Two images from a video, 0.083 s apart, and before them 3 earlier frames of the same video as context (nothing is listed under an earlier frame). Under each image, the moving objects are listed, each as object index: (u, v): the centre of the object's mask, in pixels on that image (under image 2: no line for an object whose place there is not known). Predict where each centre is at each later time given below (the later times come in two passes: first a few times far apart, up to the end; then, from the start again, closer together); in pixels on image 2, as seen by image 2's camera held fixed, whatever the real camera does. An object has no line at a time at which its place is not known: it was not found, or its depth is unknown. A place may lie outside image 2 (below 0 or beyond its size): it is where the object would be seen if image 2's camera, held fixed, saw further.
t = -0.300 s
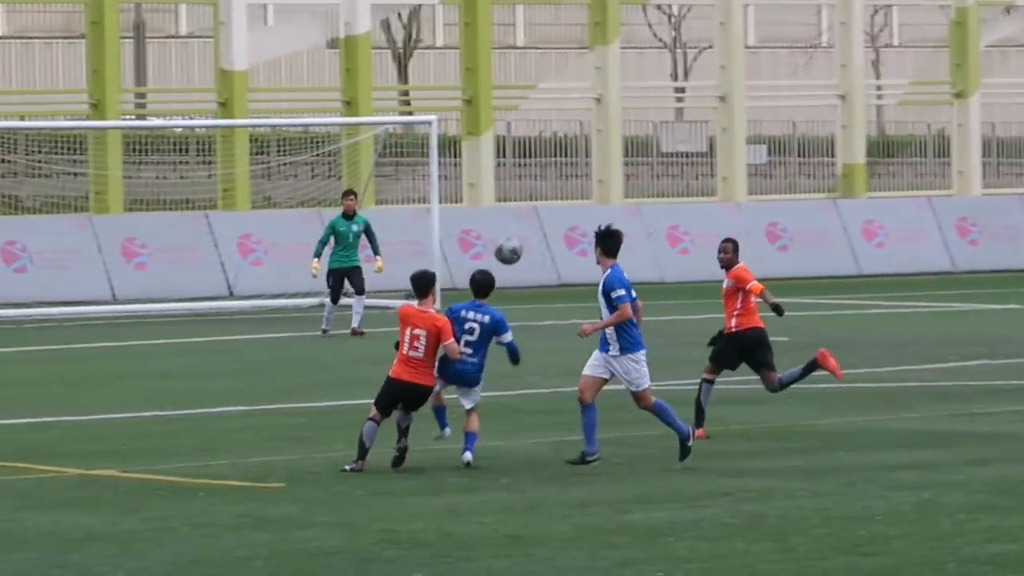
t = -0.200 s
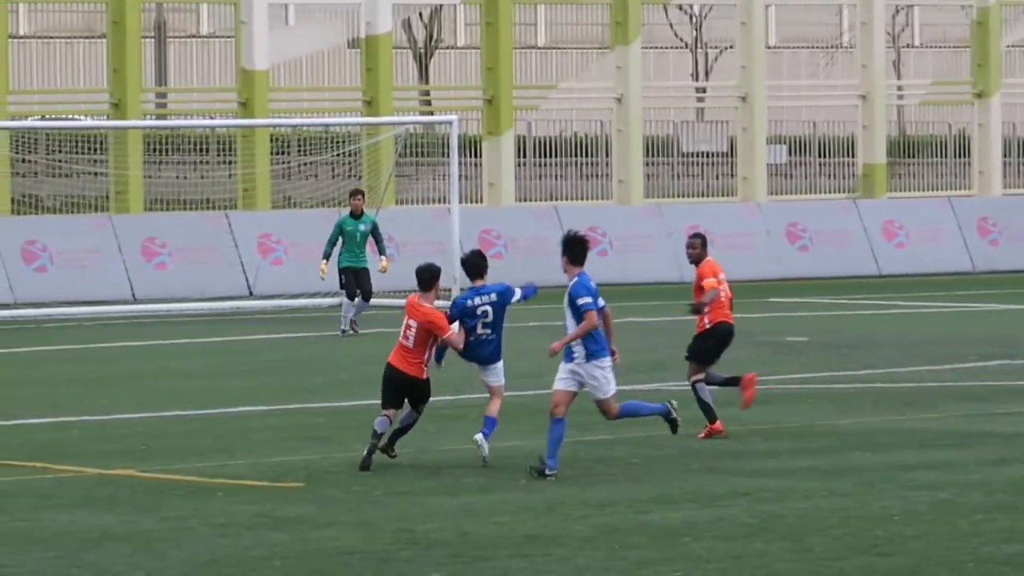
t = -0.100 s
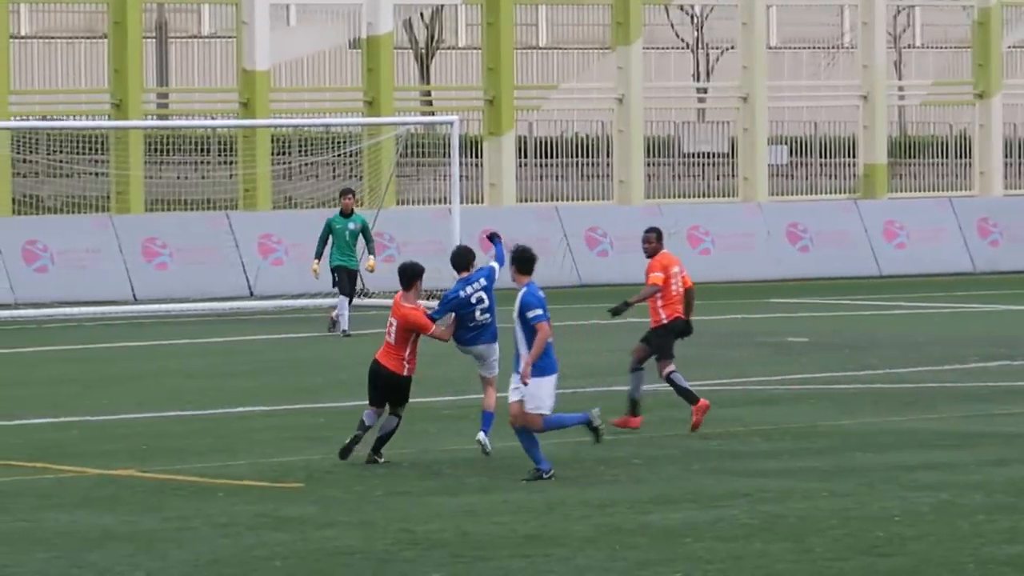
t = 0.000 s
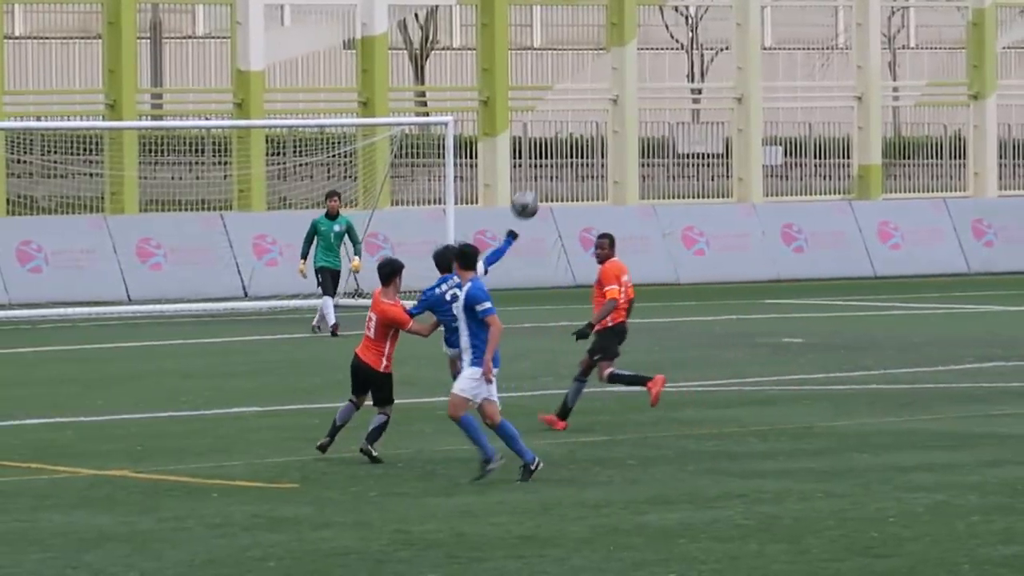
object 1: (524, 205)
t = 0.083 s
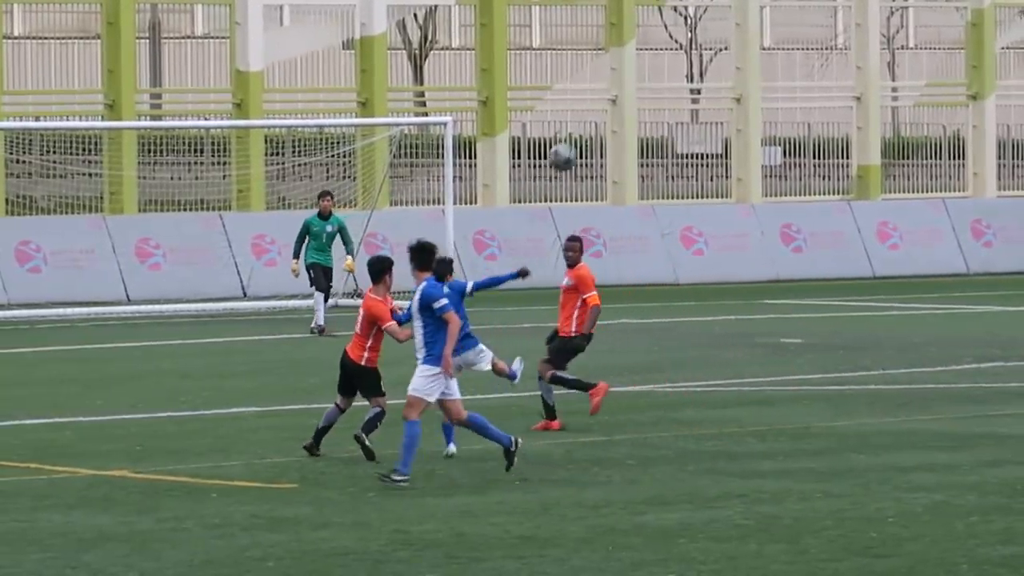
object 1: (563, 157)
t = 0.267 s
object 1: (645, 82)
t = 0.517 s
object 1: (754, 47)
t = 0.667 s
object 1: (811, 62)
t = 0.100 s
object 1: (570, 148)
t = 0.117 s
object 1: (578, 141)
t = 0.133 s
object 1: (586, 133)
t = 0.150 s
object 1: (592, 126)
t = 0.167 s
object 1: (600, 120)
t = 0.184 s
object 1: (608, 112)
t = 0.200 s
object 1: (615, 106)
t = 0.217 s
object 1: (623, 100)
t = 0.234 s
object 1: (630, 94)
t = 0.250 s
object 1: (637, 88)
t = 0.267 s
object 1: (645, 82)
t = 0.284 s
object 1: (652, 78)
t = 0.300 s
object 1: (659, 74)
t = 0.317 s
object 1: (666, 70)
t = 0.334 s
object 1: (674, 65)
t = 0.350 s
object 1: (681, 63)
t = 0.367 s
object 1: (689, 59)
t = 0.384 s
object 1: (696, 56)
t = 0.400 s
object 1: (702, 54)
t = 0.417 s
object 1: (710, 53)
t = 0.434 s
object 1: (717, 50)
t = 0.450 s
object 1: (725, 50)
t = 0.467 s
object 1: (732, 49)
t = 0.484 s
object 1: (739, 48)
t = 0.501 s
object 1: (747, 48)
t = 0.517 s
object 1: (754, 47)
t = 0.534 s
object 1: (760, 48)
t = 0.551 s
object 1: (768, 49)
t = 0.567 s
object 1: (775, 50)
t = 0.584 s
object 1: (781, 51)
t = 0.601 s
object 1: (787, 53)
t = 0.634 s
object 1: (799, 56)
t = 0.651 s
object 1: (806, 58)
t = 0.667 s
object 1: (811, 62)
